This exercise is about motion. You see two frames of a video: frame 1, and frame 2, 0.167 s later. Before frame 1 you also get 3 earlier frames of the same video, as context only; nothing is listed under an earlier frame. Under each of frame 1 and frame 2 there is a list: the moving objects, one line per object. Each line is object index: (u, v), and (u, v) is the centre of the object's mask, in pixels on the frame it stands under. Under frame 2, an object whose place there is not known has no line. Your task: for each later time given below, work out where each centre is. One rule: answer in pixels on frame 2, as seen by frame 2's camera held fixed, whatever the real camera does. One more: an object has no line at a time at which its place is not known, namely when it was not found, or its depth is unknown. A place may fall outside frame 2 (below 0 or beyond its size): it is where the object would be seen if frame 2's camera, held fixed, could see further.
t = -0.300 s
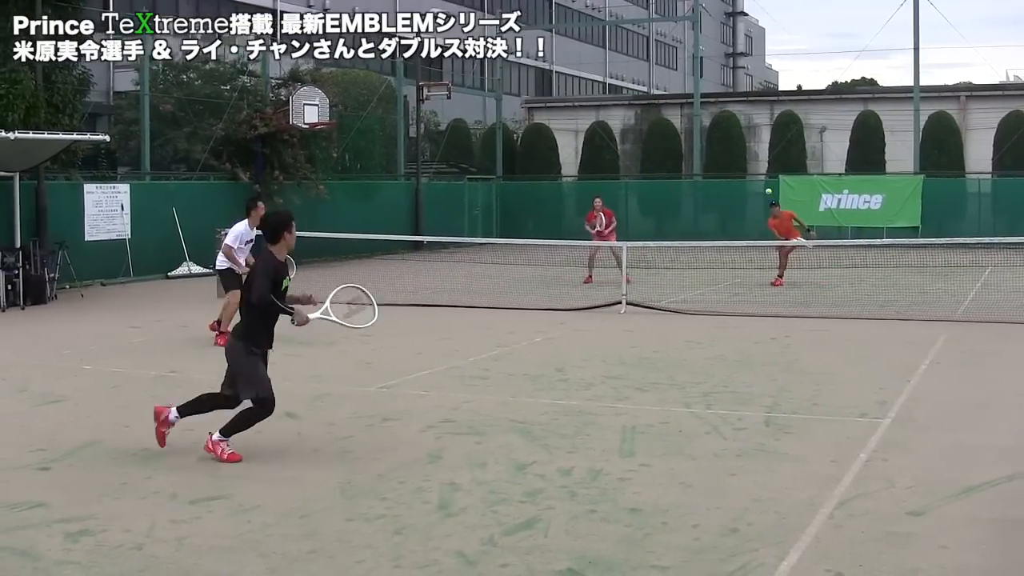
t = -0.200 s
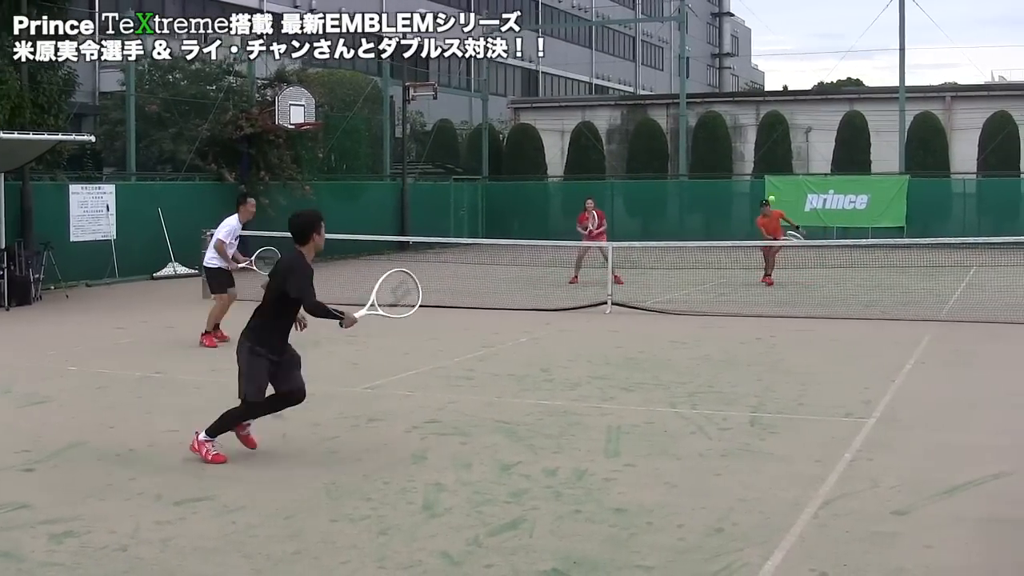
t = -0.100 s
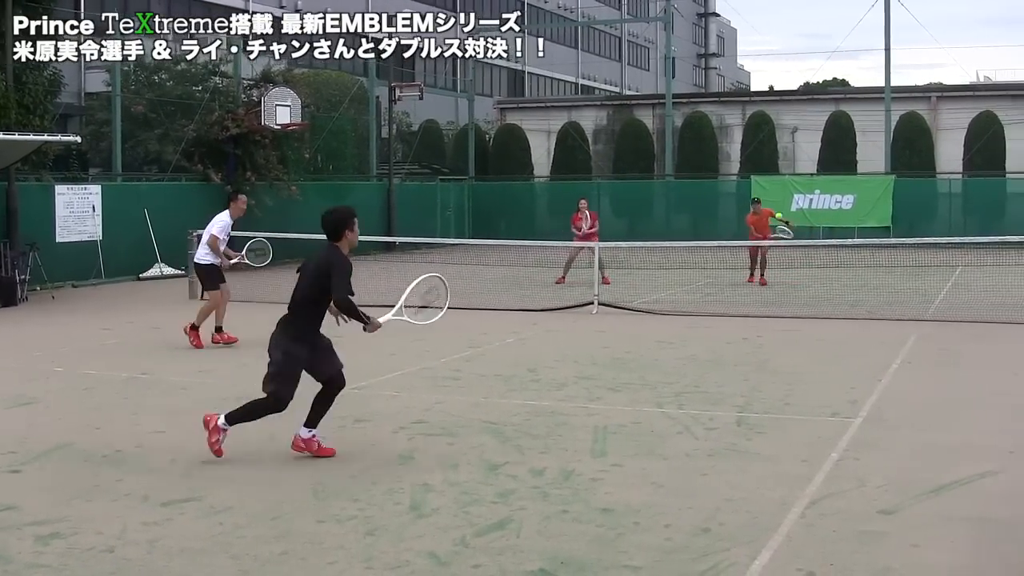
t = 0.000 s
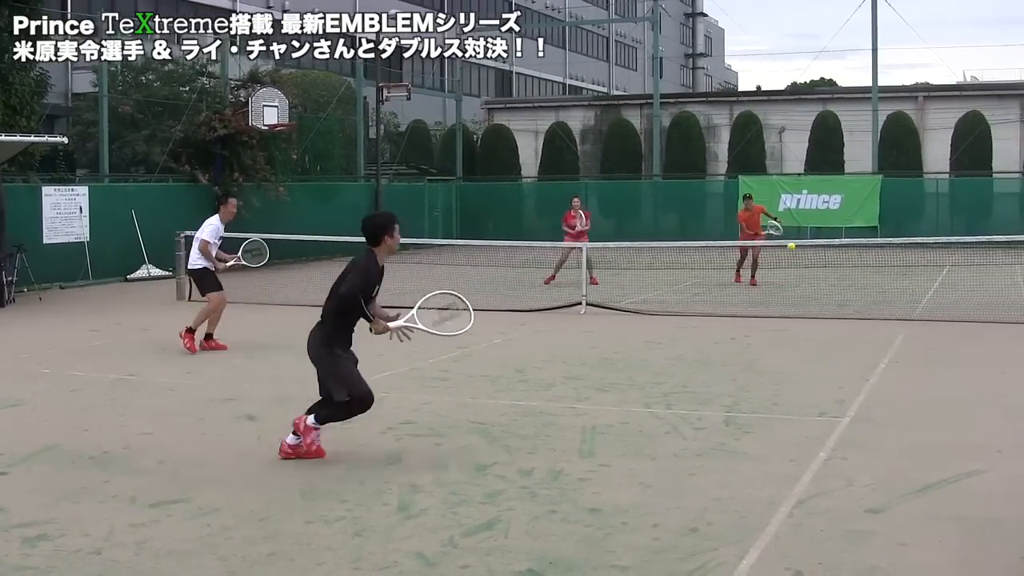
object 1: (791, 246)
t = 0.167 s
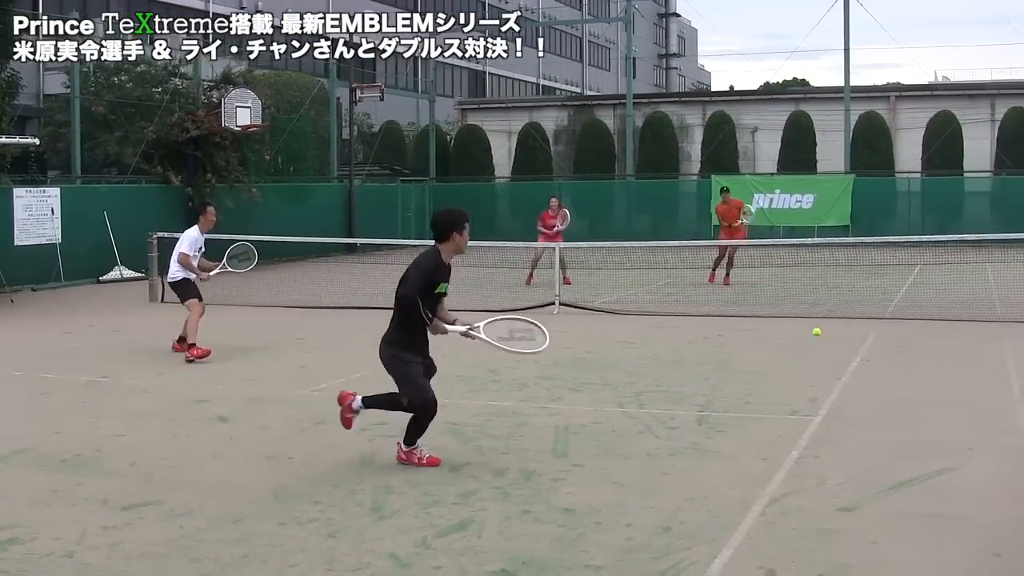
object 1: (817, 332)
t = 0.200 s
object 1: (829, 357)
